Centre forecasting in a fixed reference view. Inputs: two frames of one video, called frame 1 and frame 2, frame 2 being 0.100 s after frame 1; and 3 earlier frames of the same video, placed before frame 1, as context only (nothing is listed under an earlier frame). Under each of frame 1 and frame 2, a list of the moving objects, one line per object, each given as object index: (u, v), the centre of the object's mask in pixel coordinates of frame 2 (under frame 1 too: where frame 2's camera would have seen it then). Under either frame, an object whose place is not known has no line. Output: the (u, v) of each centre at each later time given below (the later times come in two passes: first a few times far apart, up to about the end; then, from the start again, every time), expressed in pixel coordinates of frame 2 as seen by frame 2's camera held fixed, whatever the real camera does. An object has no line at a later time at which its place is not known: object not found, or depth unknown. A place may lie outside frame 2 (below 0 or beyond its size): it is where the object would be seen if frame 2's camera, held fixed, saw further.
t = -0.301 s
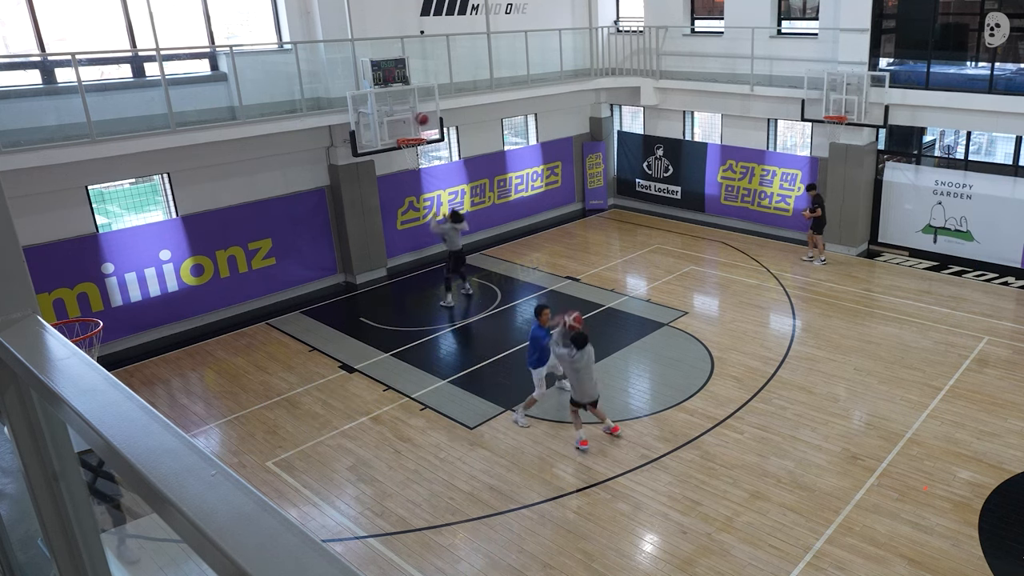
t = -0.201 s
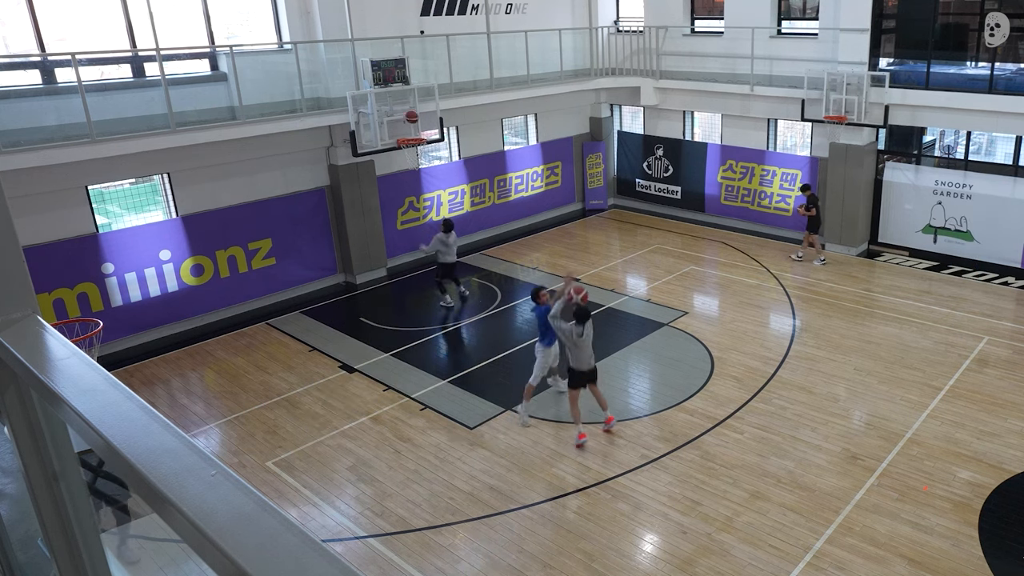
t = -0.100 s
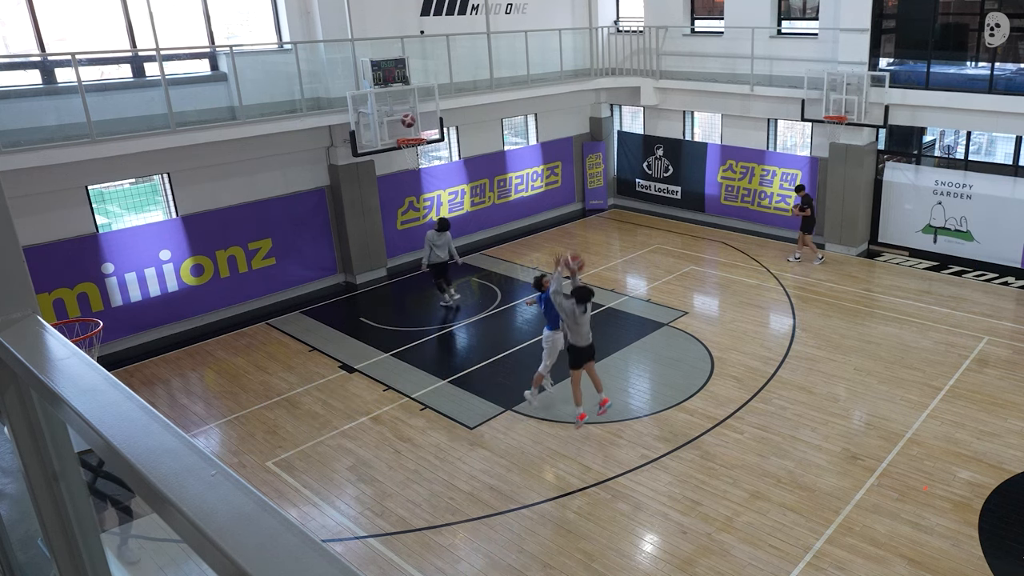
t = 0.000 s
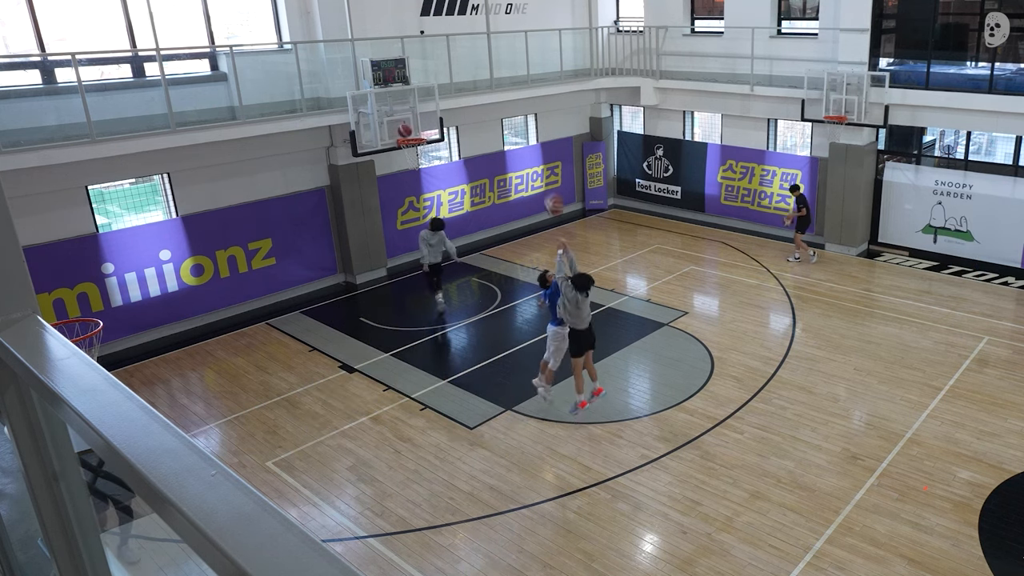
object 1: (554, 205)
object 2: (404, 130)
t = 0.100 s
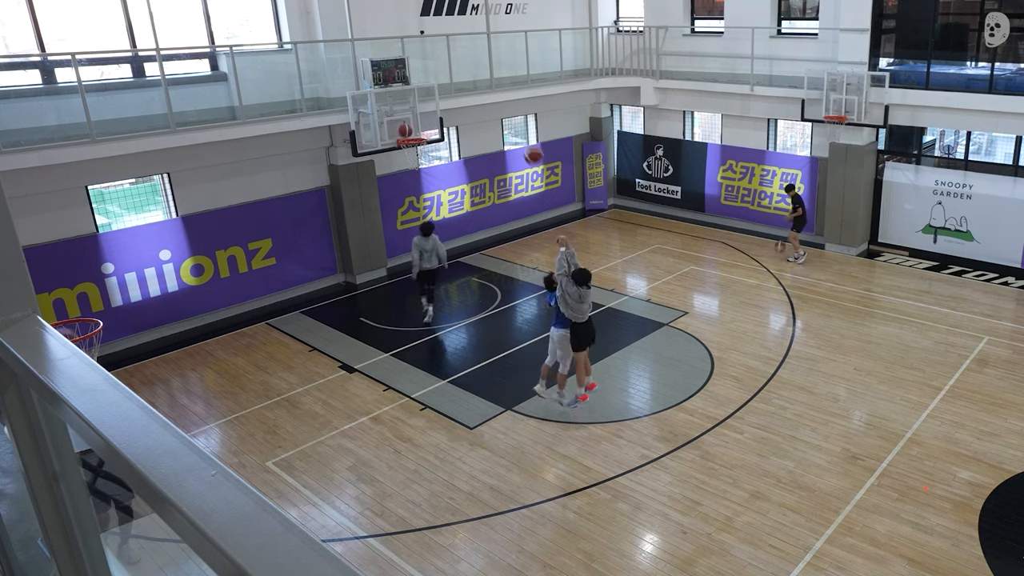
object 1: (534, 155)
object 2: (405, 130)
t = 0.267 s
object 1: (501, 94)
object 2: (409, 125)
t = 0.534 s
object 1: (461, 48)
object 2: (417, 135)
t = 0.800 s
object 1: (431, 56)
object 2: (419, 154)
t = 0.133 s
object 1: (527, 141)
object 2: (405, 128)
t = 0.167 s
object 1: (520, 127)
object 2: (406, 127)
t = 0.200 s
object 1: (513, 115)
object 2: (407, 126)
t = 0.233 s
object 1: (507, 105)
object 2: (408, 125)
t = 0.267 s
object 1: (501, 94)
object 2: (409, 125)
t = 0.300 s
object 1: (496, 85)
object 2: (411, 126)
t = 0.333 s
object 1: (490, 77)
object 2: (412, 128)
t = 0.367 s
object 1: (484, 70)
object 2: (413, 130)
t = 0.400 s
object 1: (479, 63)
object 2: (415, 132)
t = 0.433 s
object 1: (474, 58)
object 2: (416, 135)
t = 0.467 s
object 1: (469, 54)
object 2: (417, 135)
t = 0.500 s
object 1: (465, 50)
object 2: (417, 135)
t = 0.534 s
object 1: (461, 48)
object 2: (417, 135)
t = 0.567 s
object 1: (456, 46)
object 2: (417, 135)
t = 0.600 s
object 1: (452, 46)
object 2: (417, 136)
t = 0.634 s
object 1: (448, 45)
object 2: (417, 137)
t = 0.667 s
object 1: (444, 46)
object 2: (418, 139)
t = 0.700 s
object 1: (441, 48)
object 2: (419, 141)
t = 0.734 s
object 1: (438, 50)
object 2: (419, 148)
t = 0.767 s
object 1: (434, 52)
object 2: (419, 150)
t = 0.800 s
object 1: (431, 56)
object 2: (419, 154)
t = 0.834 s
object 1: (428, 60)
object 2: (418, 157)
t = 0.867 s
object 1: (425, 65)
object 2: (417, 160)
